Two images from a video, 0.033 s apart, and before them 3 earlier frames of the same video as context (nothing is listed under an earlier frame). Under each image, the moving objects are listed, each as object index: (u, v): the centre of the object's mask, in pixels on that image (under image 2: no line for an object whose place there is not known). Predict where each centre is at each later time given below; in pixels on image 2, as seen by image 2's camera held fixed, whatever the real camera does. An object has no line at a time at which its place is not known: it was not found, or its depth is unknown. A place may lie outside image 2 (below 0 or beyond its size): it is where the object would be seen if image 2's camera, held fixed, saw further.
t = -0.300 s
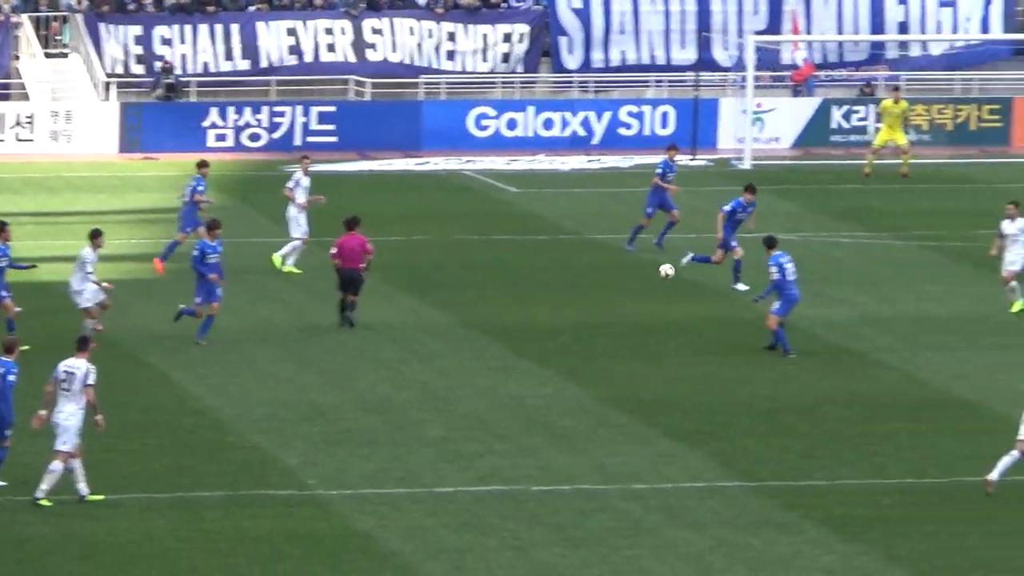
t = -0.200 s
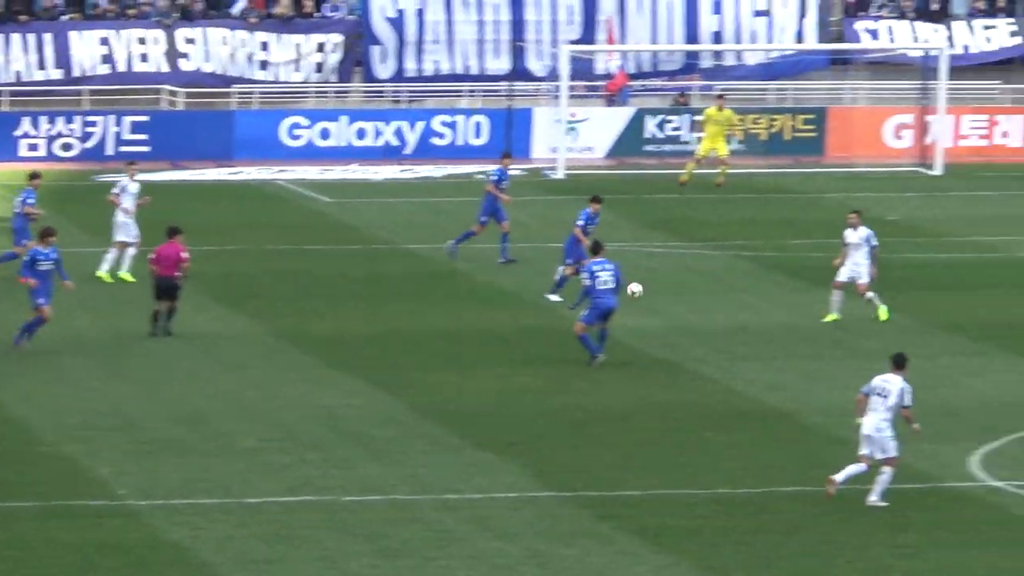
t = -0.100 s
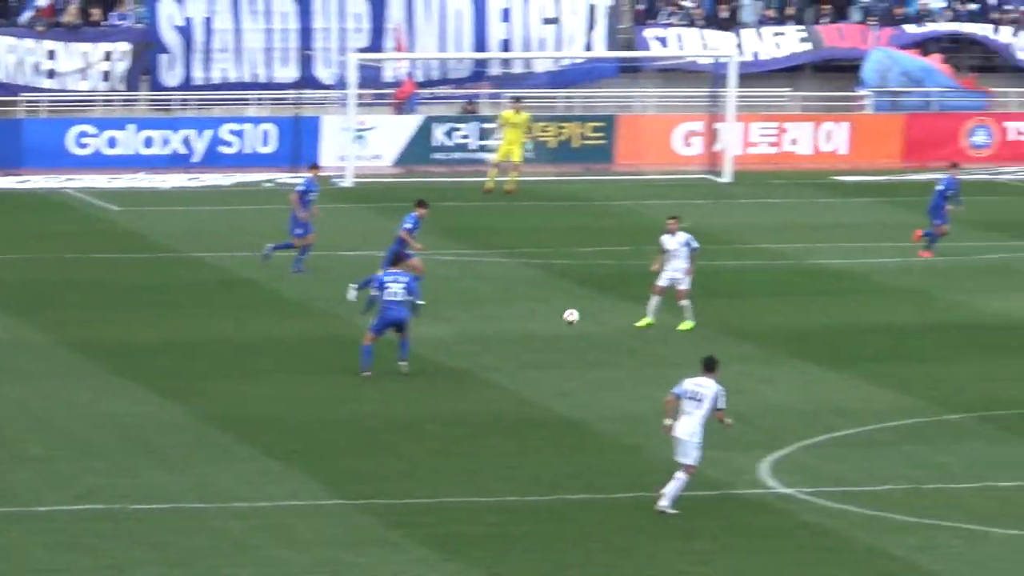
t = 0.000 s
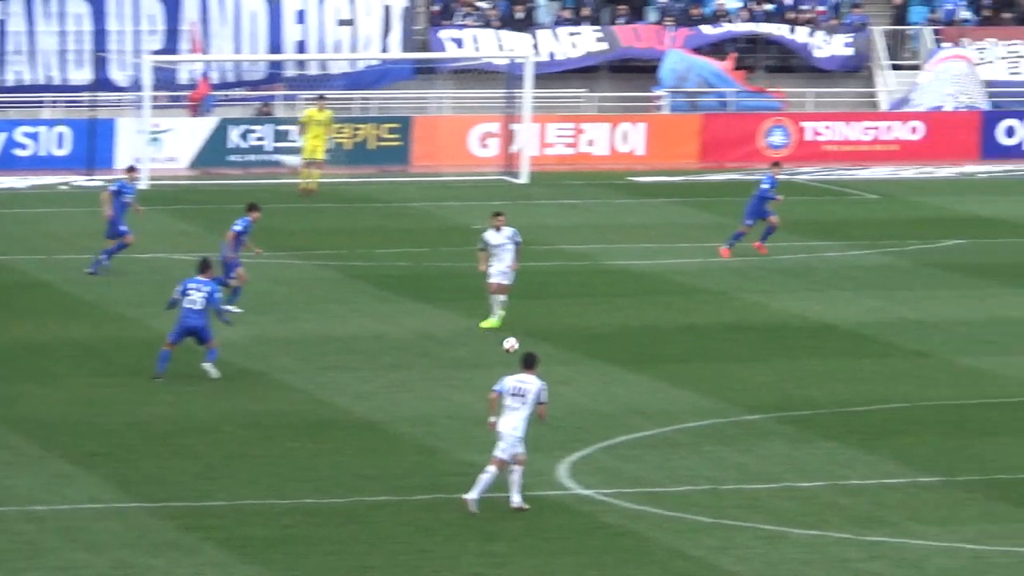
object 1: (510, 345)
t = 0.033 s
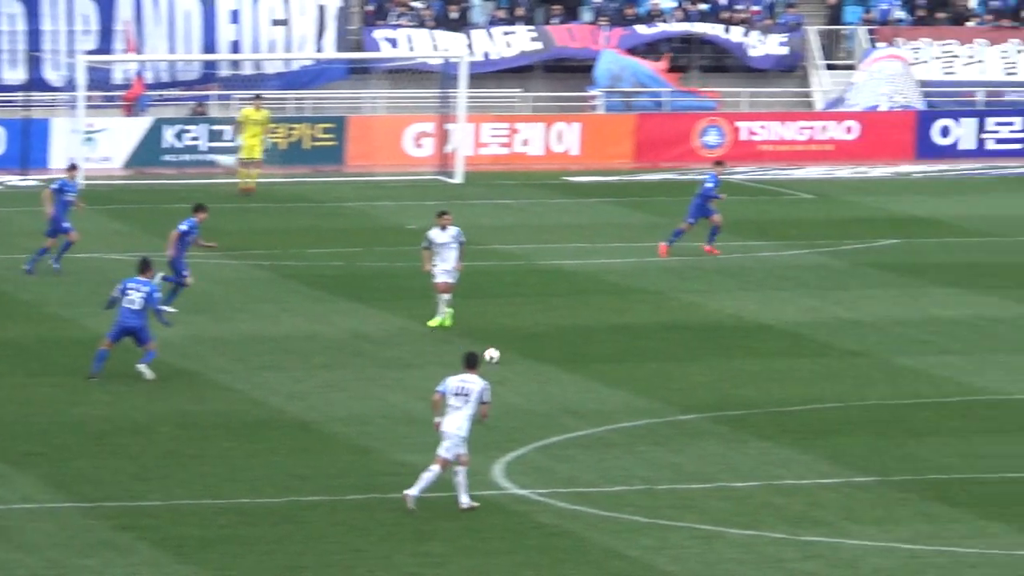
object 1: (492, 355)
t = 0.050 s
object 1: (510, 352)
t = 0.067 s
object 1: (529, 347)
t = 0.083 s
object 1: (547, 341)
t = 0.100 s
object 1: (566, 336)
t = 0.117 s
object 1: (583, 332)
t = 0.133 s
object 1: (601, 328)
